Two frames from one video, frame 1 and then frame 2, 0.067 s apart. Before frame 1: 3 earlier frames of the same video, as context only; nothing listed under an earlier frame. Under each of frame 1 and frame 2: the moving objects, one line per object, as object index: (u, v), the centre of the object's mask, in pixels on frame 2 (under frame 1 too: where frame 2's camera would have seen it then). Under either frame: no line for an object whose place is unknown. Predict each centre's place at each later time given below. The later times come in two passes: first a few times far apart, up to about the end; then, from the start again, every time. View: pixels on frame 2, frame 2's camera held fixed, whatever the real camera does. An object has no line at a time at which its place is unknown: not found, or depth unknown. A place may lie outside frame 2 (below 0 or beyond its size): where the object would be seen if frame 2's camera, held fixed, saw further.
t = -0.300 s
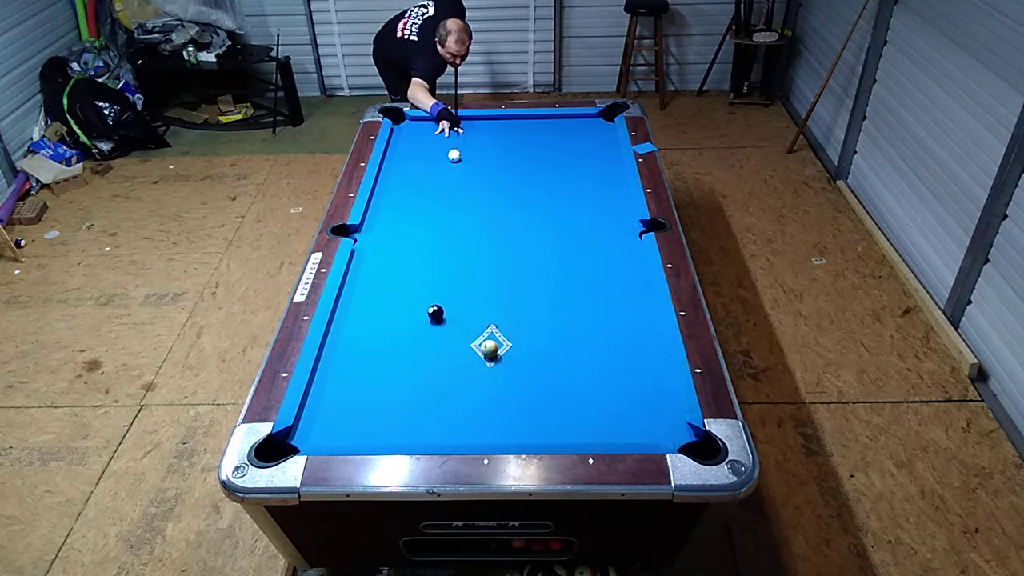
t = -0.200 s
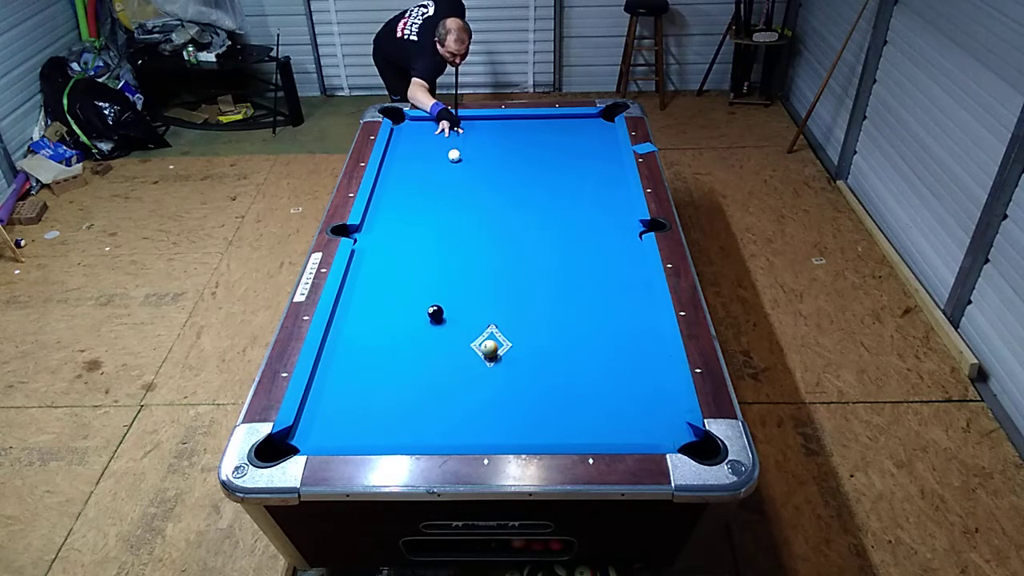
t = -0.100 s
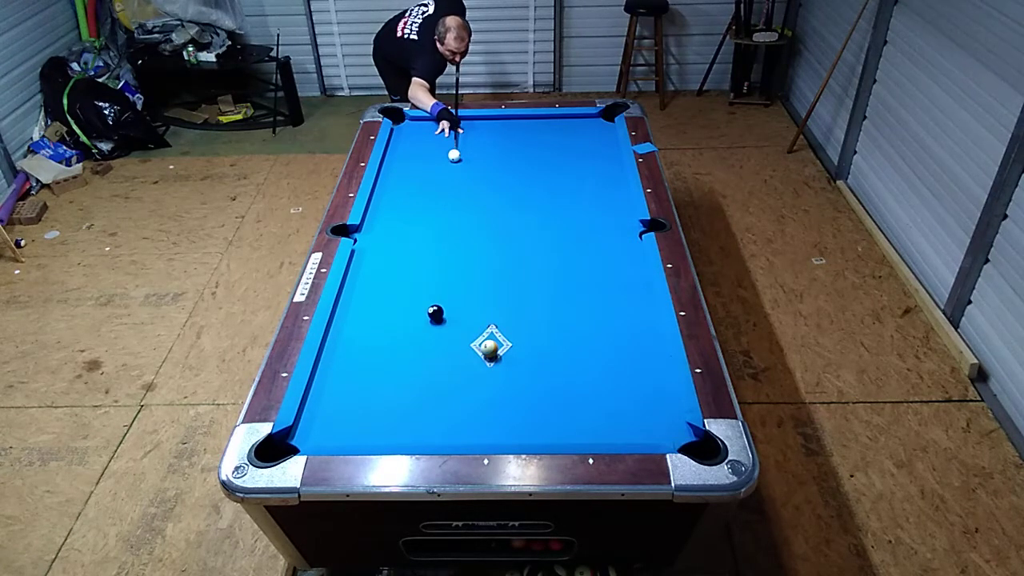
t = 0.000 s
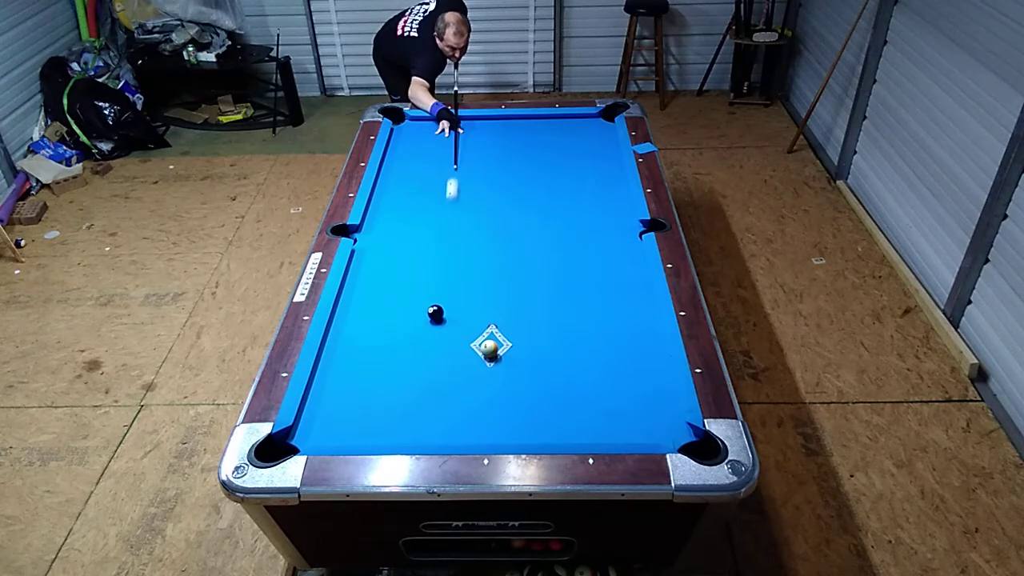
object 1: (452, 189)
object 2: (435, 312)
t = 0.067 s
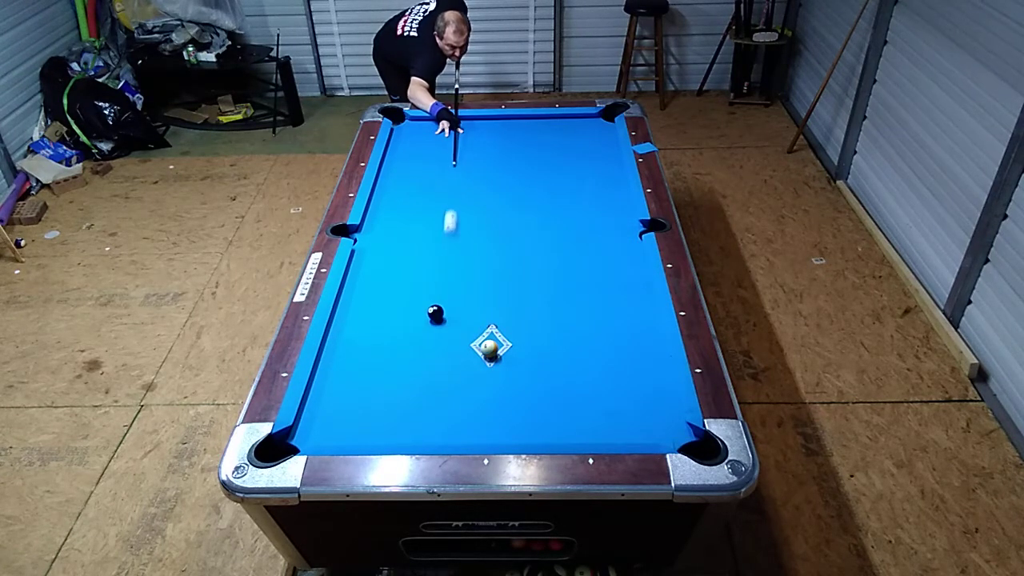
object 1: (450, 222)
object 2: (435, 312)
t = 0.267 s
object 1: (474, 317)
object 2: (403, 339)
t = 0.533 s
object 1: (596, 372)
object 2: (309, 439)
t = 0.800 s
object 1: (654, 408)
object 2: (310, 408)
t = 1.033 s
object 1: (621, 425)
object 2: (322, 386)
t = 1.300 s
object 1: (585, 434)
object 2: (334, 366)
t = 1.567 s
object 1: (556, 426)
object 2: (344, 347)
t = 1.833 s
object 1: (529, 417)
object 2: (354, 331)
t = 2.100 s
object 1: (506, 408)
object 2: (362, 317)
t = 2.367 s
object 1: (484, 400)
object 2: (369, 304)
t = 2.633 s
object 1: (465, 393)
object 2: (375, 293)
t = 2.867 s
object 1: (450, 387)
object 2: (380, 285)
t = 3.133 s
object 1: (434, 381)
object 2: (386, 275)
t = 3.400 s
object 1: (420, 375)
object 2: (391, 268)
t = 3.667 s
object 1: (408, 370)
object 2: (395, 261)
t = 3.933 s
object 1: (399, 366)
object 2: (398, 256)
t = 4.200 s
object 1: (390, 362)
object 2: (401, 251)
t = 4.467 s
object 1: (383, 359)
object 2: (403, 247)
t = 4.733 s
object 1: (378, 356)
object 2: (405, 244)
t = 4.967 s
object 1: (374, 355)
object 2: (407, 242)
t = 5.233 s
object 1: (371, 353)
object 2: (408, 241)
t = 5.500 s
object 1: (369, 352)
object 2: (408, 240)
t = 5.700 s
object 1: (368, 352)
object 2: (408, 240)
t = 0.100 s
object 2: (435, 312)
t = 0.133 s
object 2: (435, 312)
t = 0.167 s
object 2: (435, 312)
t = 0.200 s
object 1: (447, 297)
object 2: (435, 313)
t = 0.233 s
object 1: (459, 309)
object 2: (420, 324)
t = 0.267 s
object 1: (474, 317)
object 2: (403, 339)
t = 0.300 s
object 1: (490, 325)
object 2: (385, 354)
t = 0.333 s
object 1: (507, 332)
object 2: (367, 369)
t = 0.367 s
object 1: (521, 340)
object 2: (348, 383)
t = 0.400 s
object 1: (537, 347)
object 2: (331, 400)
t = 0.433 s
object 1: (552, 354)
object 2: (311, 415)
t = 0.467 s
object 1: (567, 360)
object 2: (304, 428)
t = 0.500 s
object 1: (582, 367)
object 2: (308, 436)
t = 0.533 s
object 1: (596, 372)
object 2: (309, 439)
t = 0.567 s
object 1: (610, 378)
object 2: (309, 436)
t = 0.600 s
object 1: (624, 383)
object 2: (308, 432)
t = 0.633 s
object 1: (639, 389)
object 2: (308, 426)
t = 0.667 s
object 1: (653, 394)
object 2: (307, 422)
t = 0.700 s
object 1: (667, 400)
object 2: (306, 417)
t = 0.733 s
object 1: (665, 403)
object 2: (306, 414)
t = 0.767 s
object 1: (659, 405)
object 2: (308, 411)
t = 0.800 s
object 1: (654, 408)
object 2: (310, 408)
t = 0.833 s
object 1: (649, 410)
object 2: (312, 404)
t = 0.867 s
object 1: (644, 413)
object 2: (314, 402)
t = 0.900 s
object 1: (639, 415)
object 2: (315, 398)
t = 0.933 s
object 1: (635, 418)
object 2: (317, 395)
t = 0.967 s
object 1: (630, 420)
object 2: (319, 392)
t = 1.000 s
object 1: (625, 423)
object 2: (320, 389)
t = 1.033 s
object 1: (621, 425)
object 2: (322, 386)
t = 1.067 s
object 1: (616, 428)
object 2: (324, 384)
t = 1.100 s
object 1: (611, 430)
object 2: (325, 381)
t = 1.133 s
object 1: (607, 432)
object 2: (327, 378)
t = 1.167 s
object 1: (602, 434)
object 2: (328, 375)
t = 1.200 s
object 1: (597, 435)
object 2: (329, 373)
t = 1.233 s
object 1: (593, 435)
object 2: (331, 370)
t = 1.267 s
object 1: (589, 435)
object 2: (332, 368)
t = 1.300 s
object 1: (585, 434)
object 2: (334, 366)
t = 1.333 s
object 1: (581, 433)
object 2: (335, 363)
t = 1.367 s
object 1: (577, 432)
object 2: (337, 361)
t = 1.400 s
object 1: (574, 432)
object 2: (338, 358)
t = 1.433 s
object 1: (570, 430)
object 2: (339, 356)
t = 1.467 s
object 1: (566, 430)
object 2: (341, 354)
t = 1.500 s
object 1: (562, 429)
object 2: (342, 352)
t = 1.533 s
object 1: (559, 427)
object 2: (343, 350)
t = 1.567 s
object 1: (556, 426)
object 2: (344, 347)
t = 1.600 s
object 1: (552, 425)
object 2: (346, 345)
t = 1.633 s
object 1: (549, 423)
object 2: (347, 343)
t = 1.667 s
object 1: (545, 422)
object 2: (348, 341)
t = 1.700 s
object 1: (542, 421)
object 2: (349, 339)
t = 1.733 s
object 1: (539, 420)
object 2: (350, 337)
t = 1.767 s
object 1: (535, 419)
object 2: (351, 335)
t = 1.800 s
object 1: (532, 418)
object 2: (353, 333)
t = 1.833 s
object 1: (529, 417)
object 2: (354, 331)
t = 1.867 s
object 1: (526, 415)
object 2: (355, 330)
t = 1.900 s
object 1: (523, 414)
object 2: (356, 328)
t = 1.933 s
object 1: (520, 413)
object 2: (357, 326)
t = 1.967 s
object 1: (517, 412)
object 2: (358, 324)
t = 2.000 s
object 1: (514, 411)
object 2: (359, 322)
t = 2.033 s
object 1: (511, 410)
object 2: (360, 320)
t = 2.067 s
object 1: (509, 409)
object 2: (361, 319)
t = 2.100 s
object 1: (506, 408)
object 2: (362, 317)
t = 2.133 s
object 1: (503, 407)
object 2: (363, 315)
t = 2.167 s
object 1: (500, 406)
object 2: (364, 314)
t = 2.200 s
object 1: (497, 405)
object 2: (365, 312)
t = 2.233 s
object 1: (494, 404)
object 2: (365, 311)
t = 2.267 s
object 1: (492, 403)
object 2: (366, 309)
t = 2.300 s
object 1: (489, 402)
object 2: (367, 307)
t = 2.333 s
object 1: (487, 401)
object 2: (368, 306)
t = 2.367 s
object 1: (484, 400)
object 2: (369, 304)
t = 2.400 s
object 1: (482, 399)
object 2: (370, 303)
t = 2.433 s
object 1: (479, 398)
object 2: (371, 301)
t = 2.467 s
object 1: (477, 397)
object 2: (371, 300)
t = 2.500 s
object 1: (474, 396)
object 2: (372, 299)
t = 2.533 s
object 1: (472, 395)
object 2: (373, 297)
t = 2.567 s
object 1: (469, 394)
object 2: (374, 296)
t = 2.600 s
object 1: (467, 393)
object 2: (375, 295)
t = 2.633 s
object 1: (465, 393)
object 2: (375, 293)
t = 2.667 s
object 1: (462, 392)
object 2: (376, 292)
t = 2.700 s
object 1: (460, 391)
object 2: (377, 290)
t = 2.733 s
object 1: (458, 390)
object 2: (377, 289)
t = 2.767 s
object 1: (456, 389)
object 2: (378, 288)
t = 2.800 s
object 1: (454, 389)
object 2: (379, 287)
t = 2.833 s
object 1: (452, 388)
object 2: (380, 286)
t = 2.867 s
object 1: (450, 387)
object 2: (380, 285)
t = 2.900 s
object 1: (448, 386)
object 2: (381, 283)
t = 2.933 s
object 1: (446, 385)
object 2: (382, 282)
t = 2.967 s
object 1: (444, 384)
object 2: (383, 281)
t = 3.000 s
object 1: (442, 384)
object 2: (383, 280)
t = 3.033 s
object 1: (440, 383)
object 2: (384, 279)
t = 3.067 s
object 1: (438, 382)
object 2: (385, 277)
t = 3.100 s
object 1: (436, 381)
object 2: (385, 277)
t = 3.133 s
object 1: (434, 381)
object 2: (386, 275)
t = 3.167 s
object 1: (432, 380)
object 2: (387, 275)
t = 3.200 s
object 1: (430, 379)
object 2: (387, 274)
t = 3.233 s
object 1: (428, 379)
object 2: (388, 273)
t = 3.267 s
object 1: (427, 378)
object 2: (388, 272)
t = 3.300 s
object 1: (425, 377)
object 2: (389, 271)
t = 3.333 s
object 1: (423, 377)
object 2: (390, 270)
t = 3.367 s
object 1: (422, 376)
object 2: (390, 269)
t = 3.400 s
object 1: (420, 375)
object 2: (391, 268)
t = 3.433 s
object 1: (419, 374)
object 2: (391, 267)
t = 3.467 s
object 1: (417, 374)
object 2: (392, 266)
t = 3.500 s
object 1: (416, 373)
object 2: (392, 265)
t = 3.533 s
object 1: (414, 373)
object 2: (393, 264)
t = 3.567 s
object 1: (413, 372)
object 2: (393, 264)
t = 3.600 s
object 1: (411, 371)
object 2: (394, 263)
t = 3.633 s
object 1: (410, 371)
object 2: (394, 262)
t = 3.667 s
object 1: (408, 370)
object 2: (395, 261)
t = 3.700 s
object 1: (407, 370)
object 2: (395, 261)
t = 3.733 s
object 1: (406, 369)
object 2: (396, 260)
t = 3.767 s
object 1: (405, 369)
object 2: (396, 259)
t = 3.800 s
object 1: (403, 368)
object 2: (397, 258)
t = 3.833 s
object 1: (402, 368)
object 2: (397, 258)
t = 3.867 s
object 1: (401, 367)
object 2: (398, 257)
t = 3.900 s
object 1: (400, 366)
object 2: (398, 256)
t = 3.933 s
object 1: (399, 366)
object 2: (398, 256)
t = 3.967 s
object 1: (397, 365)
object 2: (399, 255)
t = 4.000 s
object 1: (396, 365)
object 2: (399, 254)
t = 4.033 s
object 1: (395, 364)
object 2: (399, 254)
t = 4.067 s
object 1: (394, 364)
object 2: (400, 253)
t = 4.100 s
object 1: (393, 363)
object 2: (400, 252)
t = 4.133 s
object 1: (392, 363)
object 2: (401, 252)
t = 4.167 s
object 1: (391, 362)
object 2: (401, 251)
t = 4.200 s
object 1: (390, 362)
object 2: (401, 251)
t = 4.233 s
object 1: (389, 361)
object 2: (401, 250)
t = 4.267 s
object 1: (388, 361)
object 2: (402, 250)
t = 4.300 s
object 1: (387, 361)
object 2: (402, 249)
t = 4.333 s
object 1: (386, 360)
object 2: (402, 249)
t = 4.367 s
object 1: (386, 360)
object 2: (403, 248)
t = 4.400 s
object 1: (385, 360)
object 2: (403, 248)
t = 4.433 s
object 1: (384, 359)
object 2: (403, 248)
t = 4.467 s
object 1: (383, 359)
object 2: (403, 247)
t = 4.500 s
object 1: (382, 359)
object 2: (404, 247)
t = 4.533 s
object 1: (381, 358)
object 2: (404, 246)
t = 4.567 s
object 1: (381, 358)
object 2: (404, 246)
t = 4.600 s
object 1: (380, 358)
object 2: (404, 245)
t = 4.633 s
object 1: (379, 357)
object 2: (405, 245)
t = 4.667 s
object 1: (379, 357)
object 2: (405, 245)
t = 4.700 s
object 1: (378, 357)
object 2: (405, 244)
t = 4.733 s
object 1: (378, 356)
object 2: (405, 244)
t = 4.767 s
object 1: (377, 356)
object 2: (405, 244)
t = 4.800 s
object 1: (376, 356)
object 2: (406, 244)
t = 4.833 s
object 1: (376, 356)
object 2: (406, 243)
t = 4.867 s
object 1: (375, 355)
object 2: (406, 243)
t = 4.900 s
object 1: (375, 355)
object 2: (406, 243)
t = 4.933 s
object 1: (375, 355)
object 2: (407, 242)
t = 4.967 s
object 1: (374, 355)
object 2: (407, 242)
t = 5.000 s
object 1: (373, 354)
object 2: (407, 242)
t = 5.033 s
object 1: (373, 354)
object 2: (407, 242)
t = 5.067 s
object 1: (373, 354)
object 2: (407, 242)
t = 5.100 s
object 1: (372, 353)
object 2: (408, 241)
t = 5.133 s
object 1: (372, 353)
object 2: (408, 241)
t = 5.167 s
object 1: (371, 353)
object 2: (408, 241)
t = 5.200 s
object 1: (371, 353)
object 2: (408, 241)
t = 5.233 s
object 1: (371, 353)
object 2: (408, 241)
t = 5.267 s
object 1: (370, 353)
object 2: (408, 241)
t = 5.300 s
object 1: (370, 353)
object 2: (408, 240)
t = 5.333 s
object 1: (370, 353)
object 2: (408, 240)
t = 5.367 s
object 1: (369, 353)
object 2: (408, 240)
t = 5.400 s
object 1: (369, 352)
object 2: (408, 240)
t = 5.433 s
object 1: (369, 352)
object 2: (408, 240)
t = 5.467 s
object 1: (369, 352)
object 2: (408, 240)
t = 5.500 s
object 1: (369, 352)
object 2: (408, 240)
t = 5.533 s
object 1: (369, 352)
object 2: (409, 240)
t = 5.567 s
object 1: (368, 352)
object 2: (408, 240)
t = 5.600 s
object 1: (368, 352)
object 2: (409, 240)
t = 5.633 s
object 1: (368, 352)
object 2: (409, 240)
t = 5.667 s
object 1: (368, 352)
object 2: (408, 240)
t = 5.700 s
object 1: (368, 352)
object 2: (408, 240)
